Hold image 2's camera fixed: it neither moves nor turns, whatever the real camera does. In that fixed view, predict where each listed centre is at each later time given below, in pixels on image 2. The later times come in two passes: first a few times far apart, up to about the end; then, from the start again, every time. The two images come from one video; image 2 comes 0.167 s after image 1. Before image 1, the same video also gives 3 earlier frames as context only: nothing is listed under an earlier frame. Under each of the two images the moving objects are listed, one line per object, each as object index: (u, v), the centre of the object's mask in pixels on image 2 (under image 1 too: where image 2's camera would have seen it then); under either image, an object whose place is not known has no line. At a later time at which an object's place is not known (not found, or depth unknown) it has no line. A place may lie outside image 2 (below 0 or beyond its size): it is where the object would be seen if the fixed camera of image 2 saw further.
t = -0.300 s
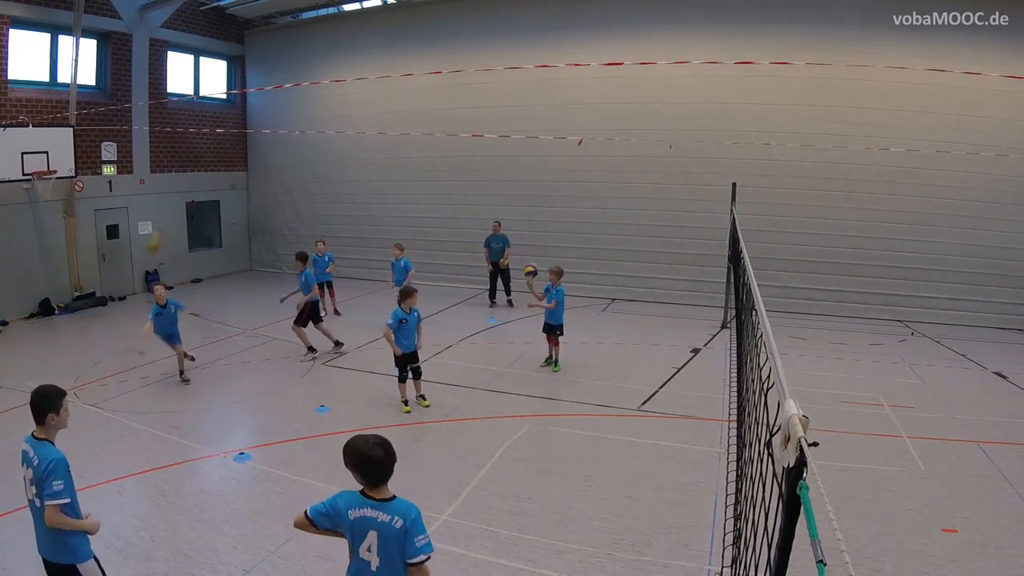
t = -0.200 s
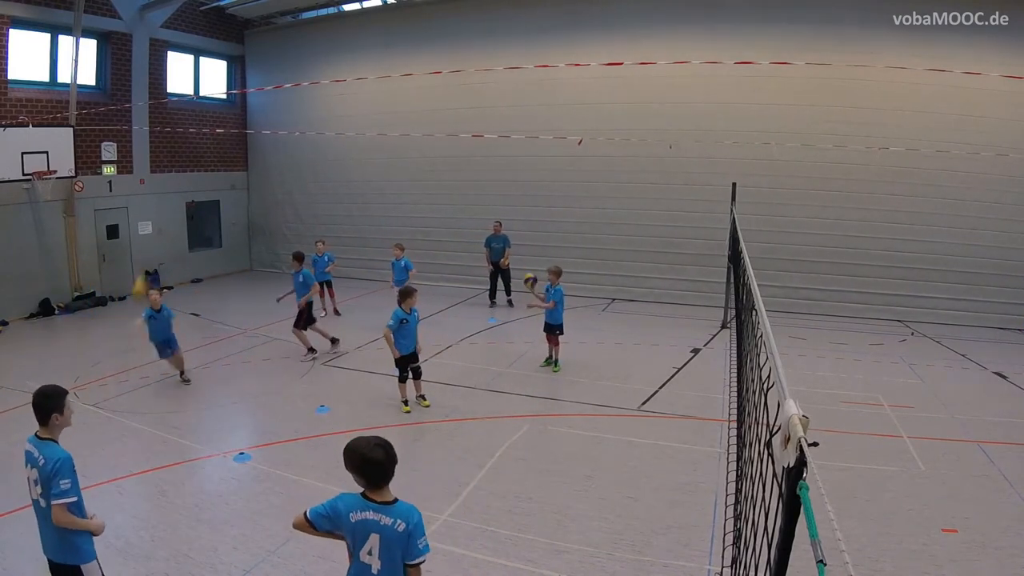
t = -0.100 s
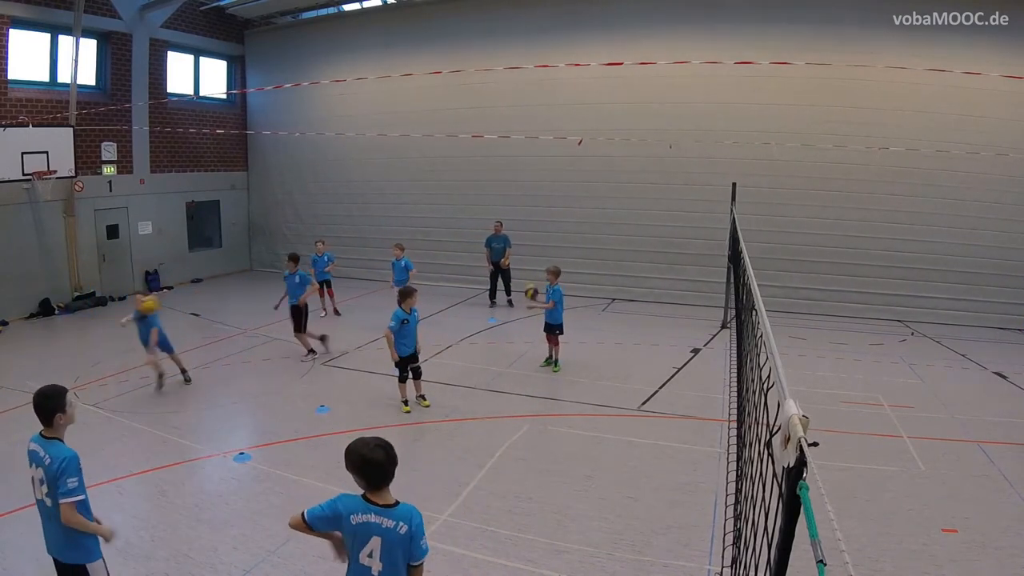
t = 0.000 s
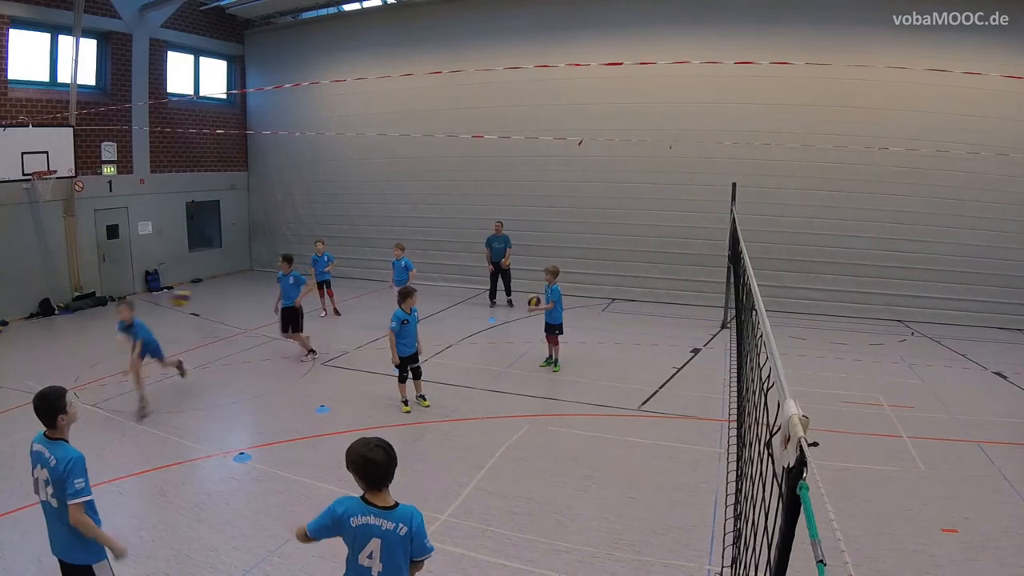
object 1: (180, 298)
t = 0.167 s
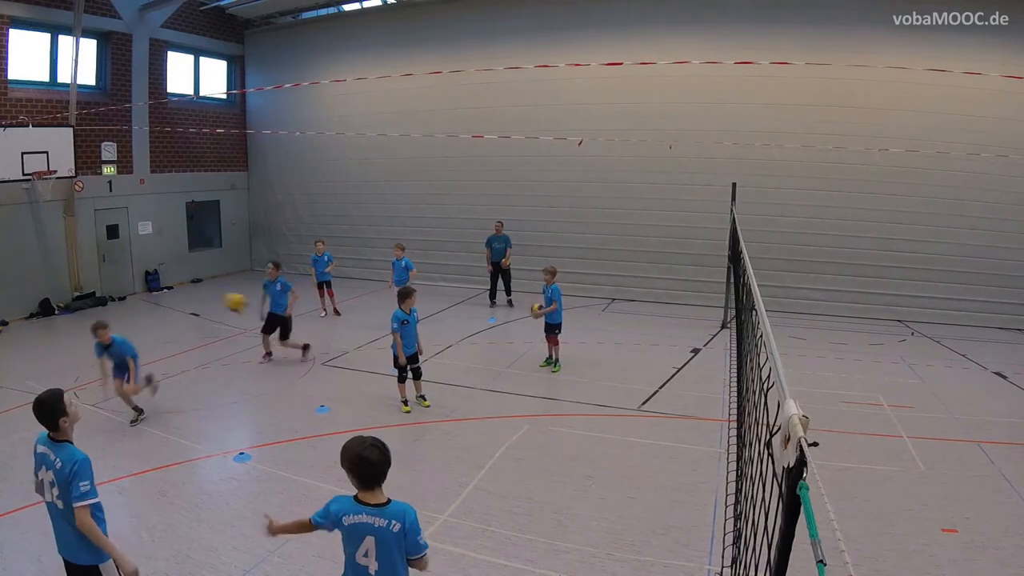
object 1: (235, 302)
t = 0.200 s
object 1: (249, 306)
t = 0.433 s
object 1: (342, 370)
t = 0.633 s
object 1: (424, 436)
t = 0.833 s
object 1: (477, 389)
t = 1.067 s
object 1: (544, 379)
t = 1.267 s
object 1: (601, 416)
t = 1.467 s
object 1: (656, 443)
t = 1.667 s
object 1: (711, 415)
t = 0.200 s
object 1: (249, 306)
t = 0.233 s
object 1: (263, 313)
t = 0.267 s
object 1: (274, 319)
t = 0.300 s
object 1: (288, 328)
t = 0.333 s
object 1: (302, 337)
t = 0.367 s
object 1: (316, 346)
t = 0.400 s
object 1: (329, 356)
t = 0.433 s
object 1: (342, 370)
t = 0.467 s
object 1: (356, 383)
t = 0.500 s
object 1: (370, 396)
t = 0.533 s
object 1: (384, 410)
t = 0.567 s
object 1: (398, 426)
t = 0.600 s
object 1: (414, 445)
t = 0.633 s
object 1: (424, 436)
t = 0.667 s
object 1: (430, 427)
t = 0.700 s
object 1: (440, 418)
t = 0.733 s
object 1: (449, 409)
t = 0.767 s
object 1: (458, 402)
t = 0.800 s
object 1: (468, 395)
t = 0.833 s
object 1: (477, 389)
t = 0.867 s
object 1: (487, 385)
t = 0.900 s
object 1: (496, 381)
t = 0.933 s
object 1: (506, 379)
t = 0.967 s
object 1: (516, 377)
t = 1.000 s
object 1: (526, 377)
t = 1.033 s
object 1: (536, 379)
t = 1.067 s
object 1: (544, 379)
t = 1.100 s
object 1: (554, 383)
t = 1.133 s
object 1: (564, 388)
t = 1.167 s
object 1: (573, 392)
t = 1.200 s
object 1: (582, 399)
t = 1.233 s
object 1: (592, 407)
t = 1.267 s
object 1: (601, 416)
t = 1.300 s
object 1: (609, 424)
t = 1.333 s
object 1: (619, 435)
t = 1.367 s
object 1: (627, 447)
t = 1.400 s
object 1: (636, 459)
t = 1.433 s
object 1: (646, 452)
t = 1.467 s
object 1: (656, 443)
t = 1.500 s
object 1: (664, 436)
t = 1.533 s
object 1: (674, 430)
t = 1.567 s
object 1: (684, 425)
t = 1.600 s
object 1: (693, 421)
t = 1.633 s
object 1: (702, 418)
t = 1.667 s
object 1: (711, 415)
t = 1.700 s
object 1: (719, 414)
